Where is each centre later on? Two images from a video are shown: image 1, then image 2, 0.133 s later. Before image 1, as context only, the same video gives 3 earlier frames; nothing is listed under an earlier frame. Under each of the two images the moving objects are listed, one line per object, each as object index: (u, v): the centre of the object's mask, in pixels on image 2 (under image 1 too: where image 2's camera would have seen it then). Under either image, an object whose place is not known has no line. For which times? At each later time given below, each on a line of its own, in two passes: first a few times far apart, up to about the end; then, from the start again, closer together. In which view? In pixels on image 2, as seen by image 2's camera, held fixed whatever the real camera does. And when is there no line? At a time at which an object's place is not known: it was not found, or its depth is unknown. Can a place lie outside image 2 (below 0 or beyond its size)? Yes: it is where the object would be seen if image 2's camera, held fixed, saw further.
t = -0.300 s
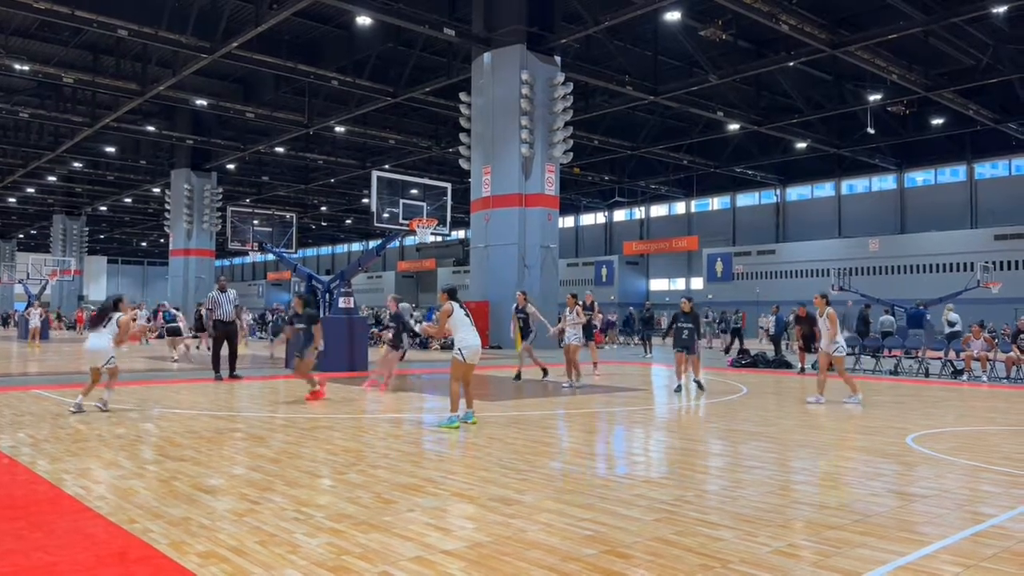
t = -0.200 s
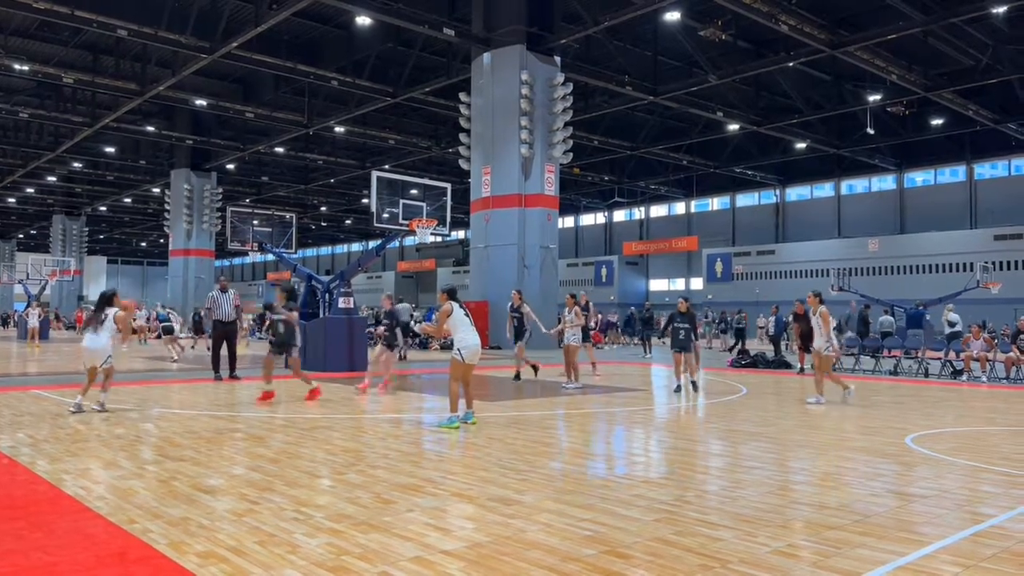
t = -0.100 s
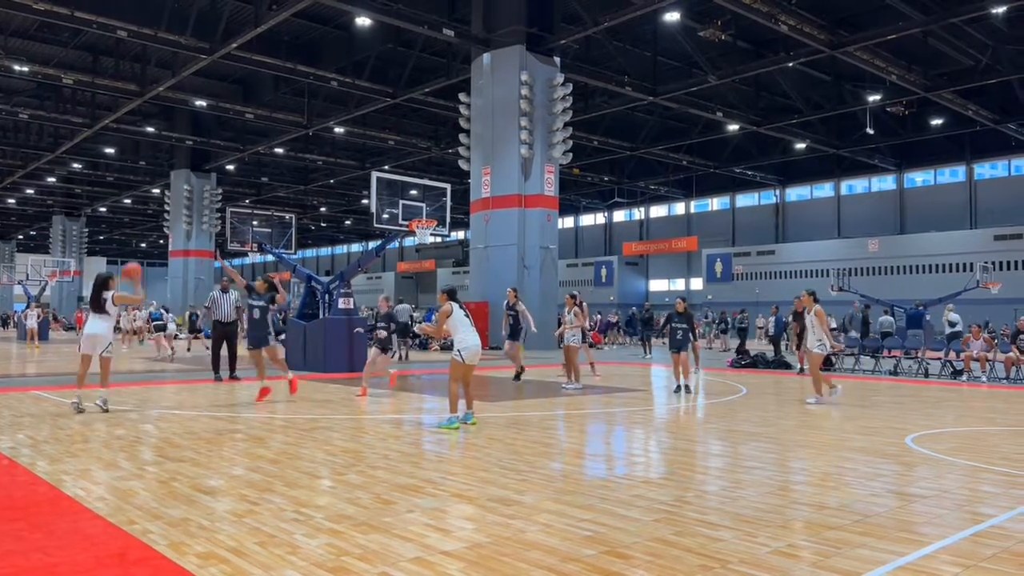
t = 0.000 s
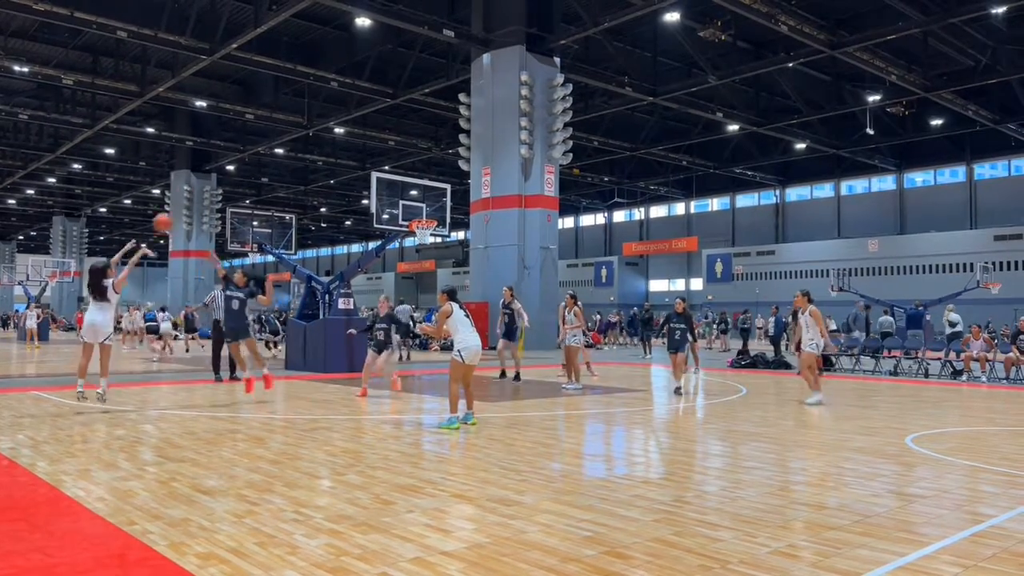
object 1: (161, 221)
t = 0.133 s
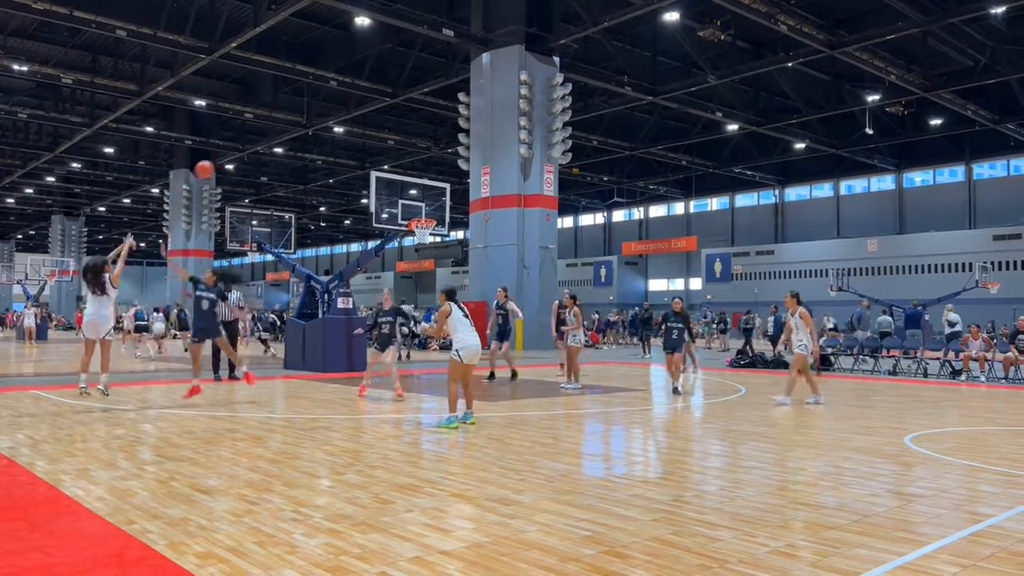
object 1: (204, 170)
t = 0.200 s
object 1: (223, 150)
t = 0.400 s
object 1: (276, 115)
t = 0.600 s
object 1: (320, 108)
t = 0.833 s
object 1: (365, 130)
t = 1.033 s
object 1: (398, 169)
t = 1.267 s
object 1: (432, 232)
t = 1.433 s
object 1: (431, 239)
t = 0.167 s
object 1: (214, 159)
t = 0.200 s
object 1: (223, 150)
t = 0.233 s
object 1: (233, 142)
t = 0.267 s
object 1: (242, 135)
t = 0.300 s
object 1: (251, 129)
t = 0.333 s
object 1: (259, 123)
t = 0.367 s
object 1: (267, 118)
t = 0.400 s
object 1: (276, 115)
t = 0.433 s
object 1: (284, 112)
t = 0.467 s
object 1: (292, 110)
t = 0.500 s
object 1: (299, 108)
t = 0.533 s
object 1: (306, 108)
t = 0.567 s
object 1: (314, 108)
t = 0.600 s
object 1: (320, 108)
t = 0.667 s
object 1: (334, 112)
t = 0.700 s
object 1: (340, 115)
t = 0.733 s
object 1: (347, 118)
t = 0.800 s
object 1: (359, 126)
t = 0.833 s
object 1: (365, 130)
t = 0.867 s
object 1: (371, 135)
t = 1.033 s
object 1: (398, 169)
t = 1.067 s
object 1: (403, 178)
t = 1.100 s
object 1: (407, 185)
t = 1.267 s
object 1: (432, 232)
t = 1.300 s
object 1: (432, 233)
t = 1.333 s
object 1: (432, 234)
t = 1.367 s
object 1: (432, 236)
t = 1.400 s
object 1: (431, 237)
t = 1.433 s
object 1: (431, 239)
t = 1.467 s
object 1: (431, 245)
